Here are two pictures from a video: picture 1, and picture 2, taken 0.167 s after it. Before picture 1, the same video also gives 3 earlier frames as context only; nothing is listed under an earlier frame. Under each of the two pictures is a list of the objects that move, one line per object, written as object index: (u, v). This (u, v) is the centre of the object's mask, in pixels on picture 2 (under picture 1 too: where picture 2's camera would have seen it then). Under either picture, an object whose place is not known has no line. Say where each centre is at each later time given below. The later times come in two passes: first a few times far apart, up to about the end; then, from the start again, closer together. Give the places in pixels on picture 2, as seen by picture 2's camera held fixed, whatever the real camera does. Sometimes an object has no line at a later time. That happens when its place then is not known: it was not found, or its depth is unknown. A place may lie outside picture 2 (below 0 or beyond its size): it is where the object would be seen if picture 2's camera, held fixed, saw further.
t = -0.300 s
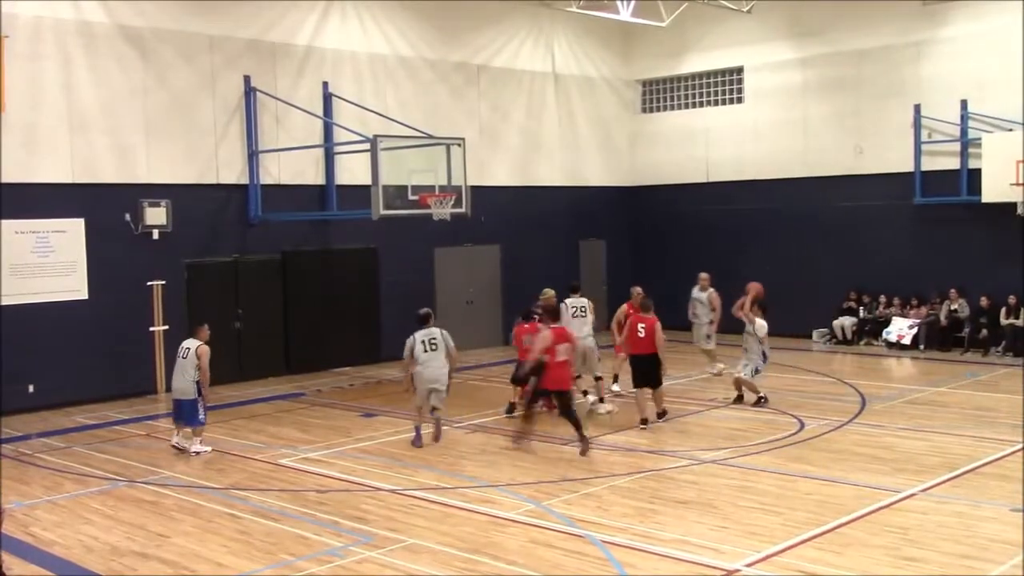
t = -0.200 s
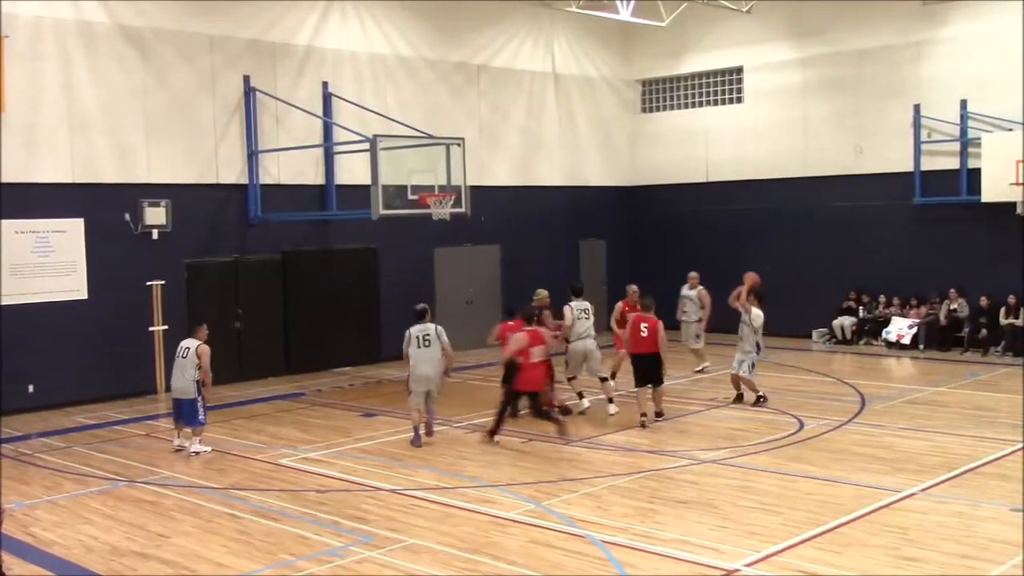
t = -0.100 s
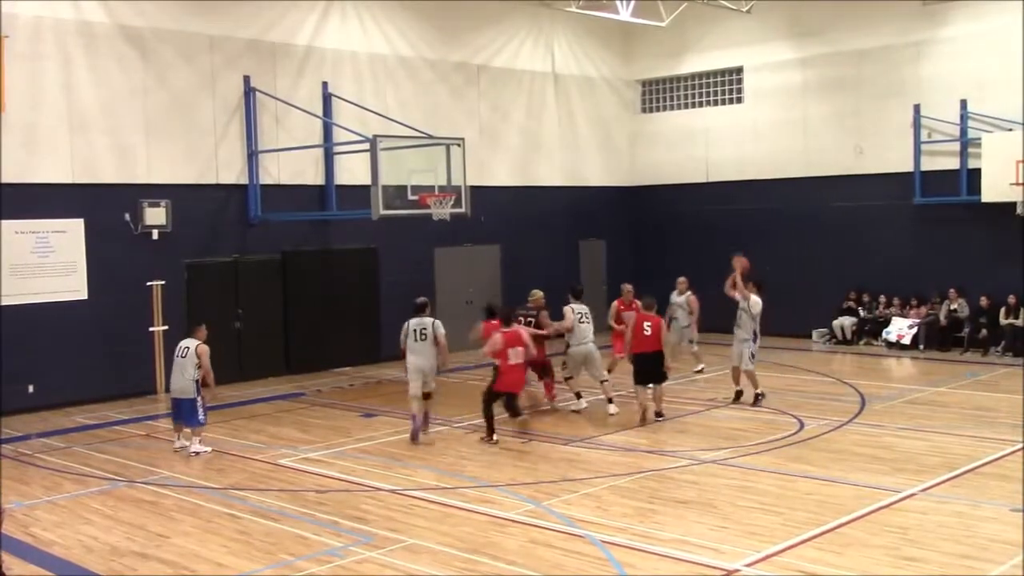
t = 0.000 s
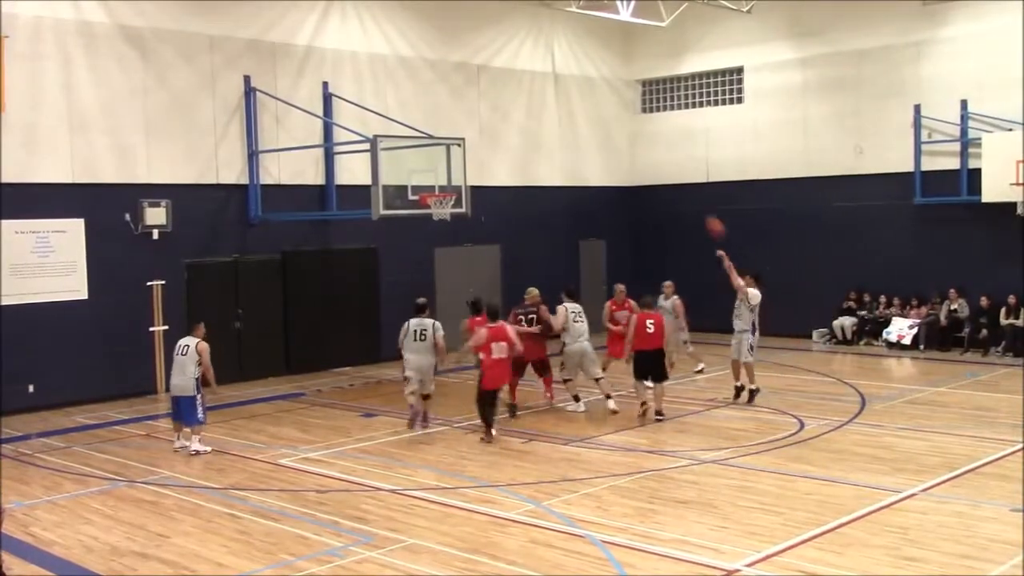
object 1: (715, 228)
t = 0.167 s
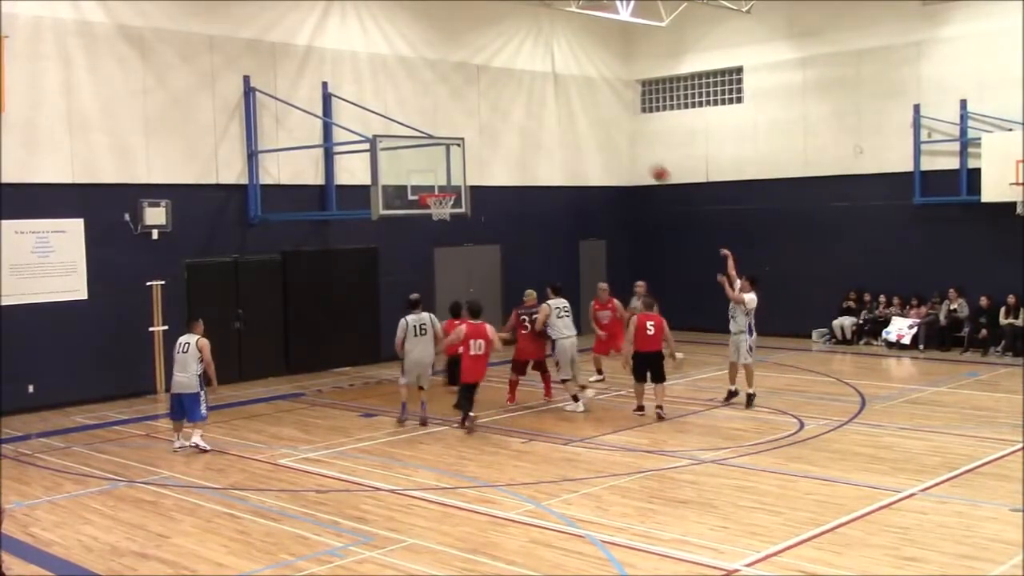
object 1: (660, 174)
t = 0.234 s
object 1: (639, 158)
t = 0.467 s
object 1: (570, 129)
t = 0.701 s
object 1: (507, 137)
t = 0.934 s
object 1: (448, 179)
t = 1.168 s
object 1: (451, 203)
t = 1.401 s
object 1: (441, 216)
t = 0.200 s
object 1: (649, 165)
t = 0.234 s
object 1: (639, 158)
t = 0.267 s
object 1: (629, 151)
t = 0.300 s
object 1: (619, 146)
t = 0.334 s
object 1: (609, 141)
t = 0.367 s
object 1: (600, 137)
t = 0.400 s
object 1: (590, 133)
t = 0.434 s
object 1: (580, 131)
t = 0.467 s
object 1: (570, 129)
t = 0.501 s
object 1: (561, 128)
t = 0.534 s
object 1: (552, 128)
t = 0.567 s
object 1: (542, 128)
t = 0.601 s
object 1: (534, 129)
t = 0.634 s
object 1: (524, 131)
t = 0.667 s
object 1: (516, 134)
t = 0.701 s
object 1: (507, 137)
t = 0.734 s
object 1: (498, 141)
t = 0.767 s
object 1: (489, 145)
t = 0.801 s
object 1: (481, 151)
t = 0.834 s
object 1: (473, 157)
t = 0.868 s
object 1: (465, 163)
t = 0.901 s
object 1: (456, 170)
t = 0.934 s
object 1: (448, 179)
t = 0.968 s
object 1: (439, 187)
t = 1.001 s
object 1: (431, 199)
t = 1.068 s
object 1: (440, 209)
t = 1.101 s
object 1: (450, 206)
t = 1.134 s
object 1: (450, 205)
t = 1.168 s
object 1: (451, 203)
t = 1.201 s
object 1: (451, 203)
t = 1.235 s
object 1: (450, 204)
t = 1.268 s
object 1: (449, 205)
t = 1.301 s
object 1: (448, 205)
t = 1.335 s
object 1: (446, 211)
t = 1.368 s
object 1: (443, 214)
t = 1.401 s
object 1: (441, 216)
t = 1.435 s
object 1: (439, 222)
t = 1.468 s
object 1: (437, 224)
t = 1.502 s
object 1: (434, 228)
